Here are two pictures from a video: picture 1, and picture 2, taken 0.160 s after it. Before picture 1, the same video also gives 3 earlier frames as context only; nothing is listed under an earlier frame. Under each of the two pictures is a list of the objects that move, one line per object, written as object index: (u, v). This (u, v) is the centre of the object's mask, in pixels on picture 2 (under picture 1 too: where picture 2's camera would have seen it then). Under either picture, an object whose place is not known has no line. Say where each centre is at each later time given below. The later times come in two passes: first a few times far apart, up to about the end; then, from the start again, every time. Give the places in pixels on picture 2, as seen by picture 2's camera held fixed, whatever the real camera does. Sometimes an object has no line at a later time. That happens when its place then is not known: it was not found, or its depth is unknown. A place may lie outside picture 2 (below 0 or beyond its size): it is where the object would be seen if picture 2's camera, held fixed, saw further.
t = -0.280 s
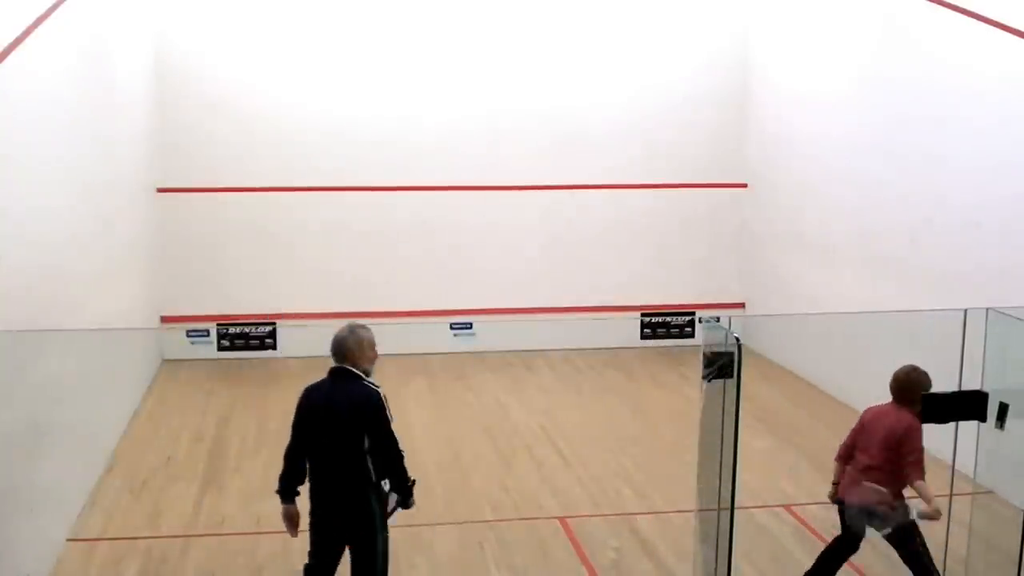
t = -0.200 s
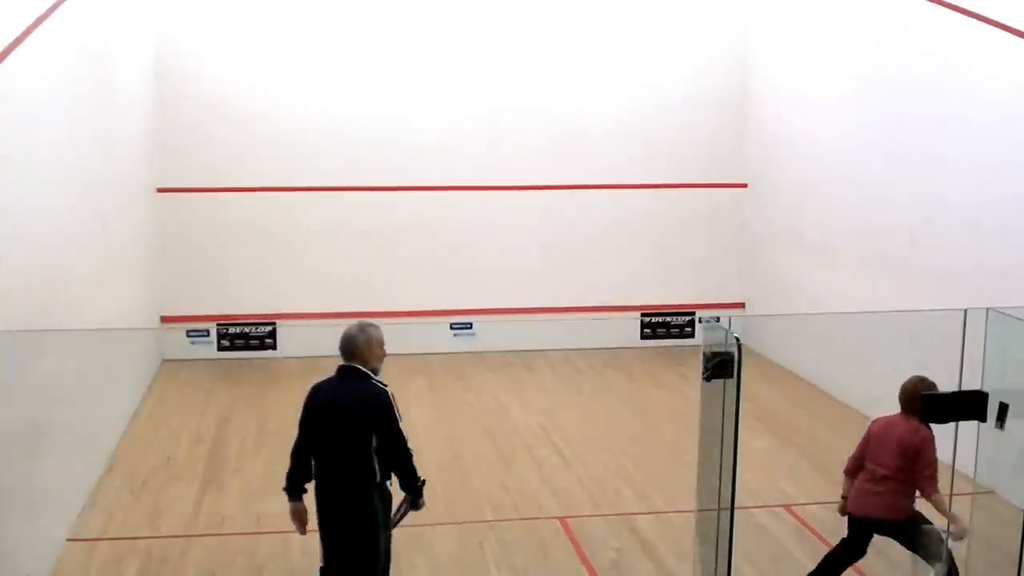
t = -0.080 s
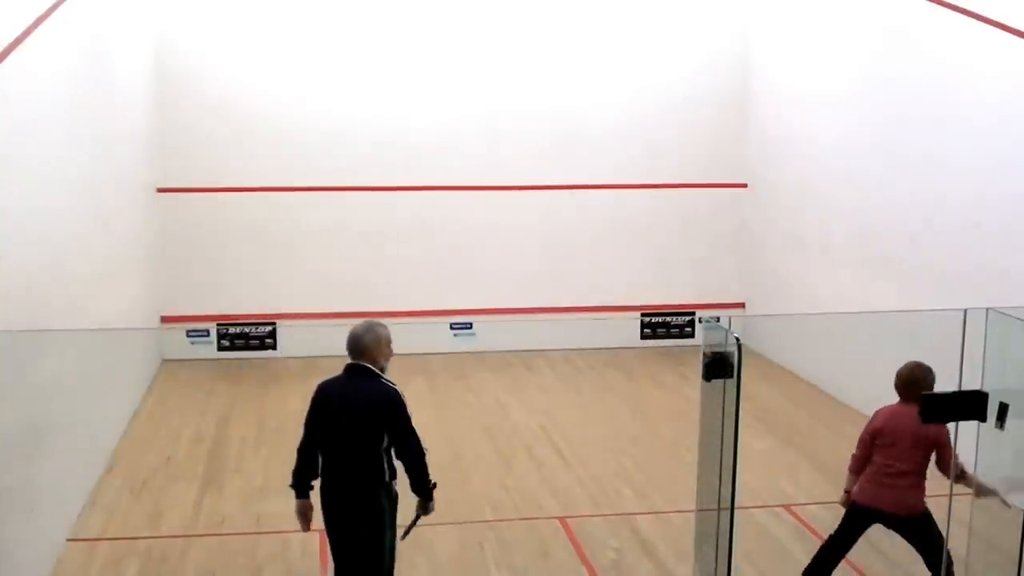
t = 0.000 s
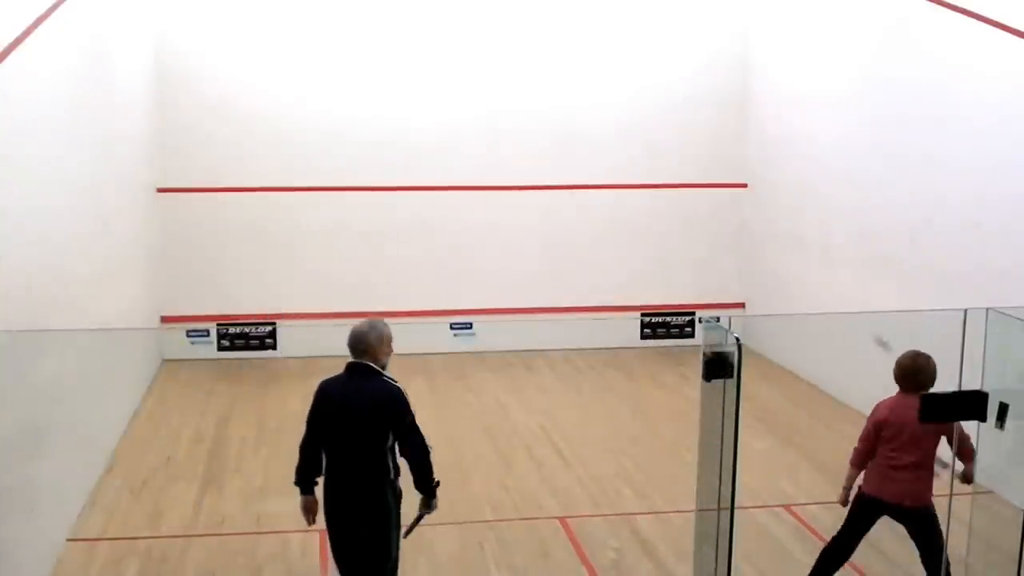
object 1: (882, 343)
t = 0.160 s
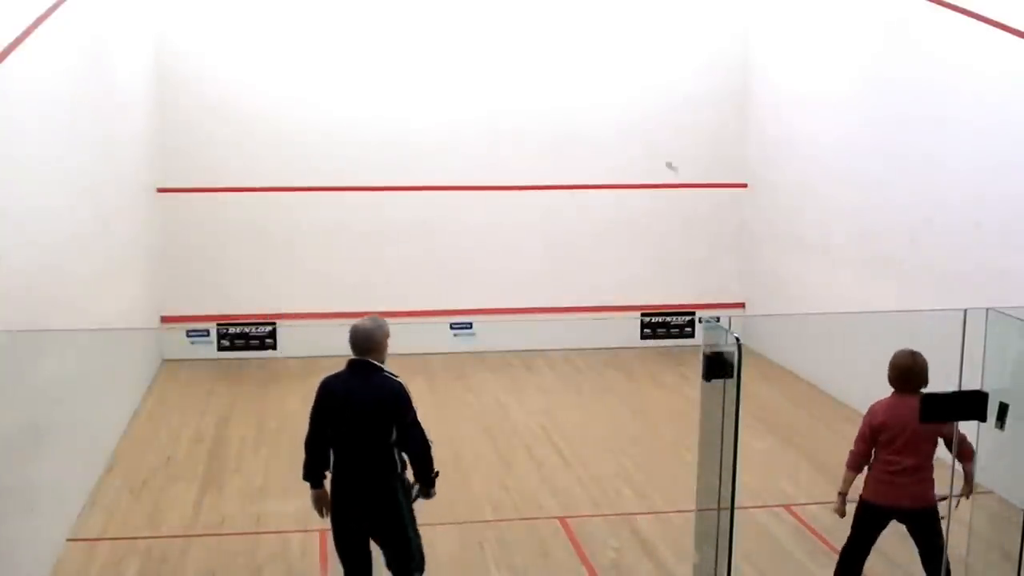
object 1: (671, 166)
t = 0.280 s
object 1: (571, 101)
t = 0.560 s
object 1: (515, 58)
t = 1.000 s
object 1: (456, 203)
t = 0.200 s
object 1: (634, 139)
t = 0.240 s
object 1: (601, 119)
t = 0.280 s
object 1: (571, 101)
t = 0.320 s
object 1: (546, 87)
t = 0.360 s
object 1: (529, 76)
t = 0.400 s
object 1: (526, 70)
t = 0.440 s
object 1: (524, 65)
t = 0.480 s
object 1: (521, 61)
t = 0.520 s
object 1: (518, 58)
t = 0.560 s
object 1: (515, 58)
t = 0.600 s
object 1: (511, 58)
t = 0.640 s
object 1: (508, 62)
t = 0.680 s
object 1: (504, 66)
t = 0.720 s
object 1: (499, 73)
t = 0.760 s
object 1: (494, 82)
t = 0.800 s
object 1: (489, 94)
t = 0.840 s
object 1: (483, 109)
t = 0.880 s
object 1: (477, 126)
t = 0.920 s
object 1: (471, 148)
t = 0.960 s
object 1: (463, 173)
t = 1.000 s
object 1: (456, 203)
